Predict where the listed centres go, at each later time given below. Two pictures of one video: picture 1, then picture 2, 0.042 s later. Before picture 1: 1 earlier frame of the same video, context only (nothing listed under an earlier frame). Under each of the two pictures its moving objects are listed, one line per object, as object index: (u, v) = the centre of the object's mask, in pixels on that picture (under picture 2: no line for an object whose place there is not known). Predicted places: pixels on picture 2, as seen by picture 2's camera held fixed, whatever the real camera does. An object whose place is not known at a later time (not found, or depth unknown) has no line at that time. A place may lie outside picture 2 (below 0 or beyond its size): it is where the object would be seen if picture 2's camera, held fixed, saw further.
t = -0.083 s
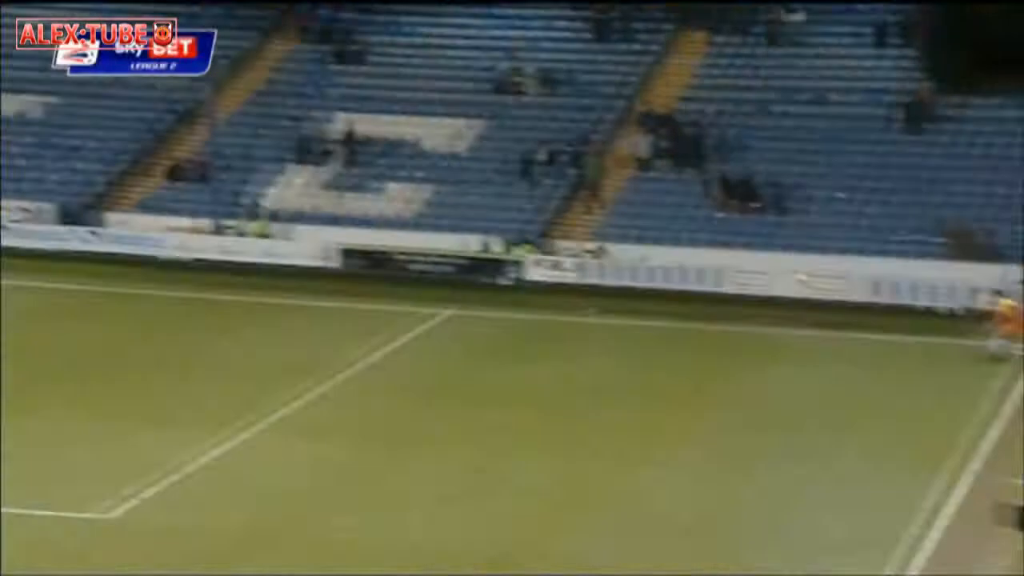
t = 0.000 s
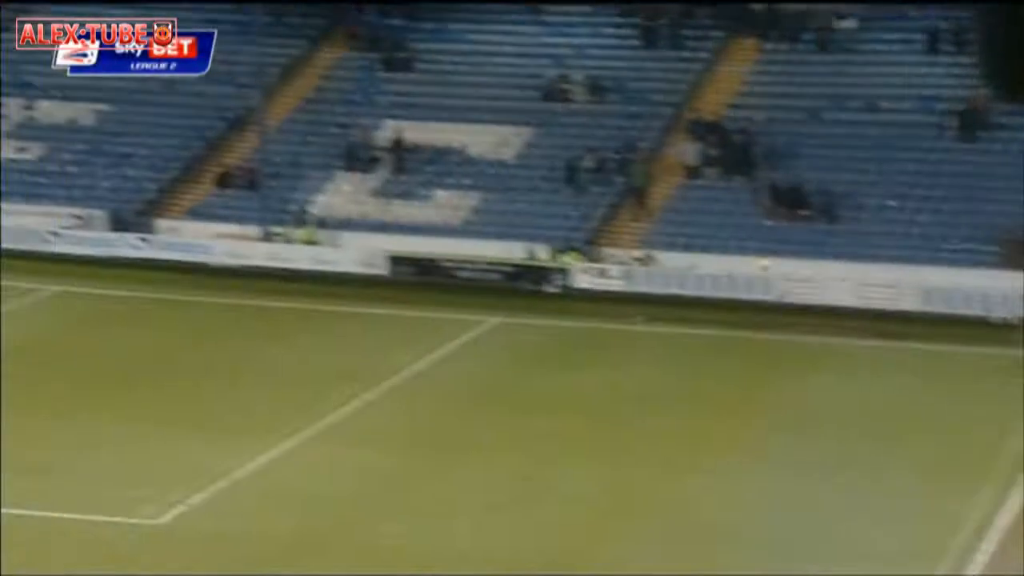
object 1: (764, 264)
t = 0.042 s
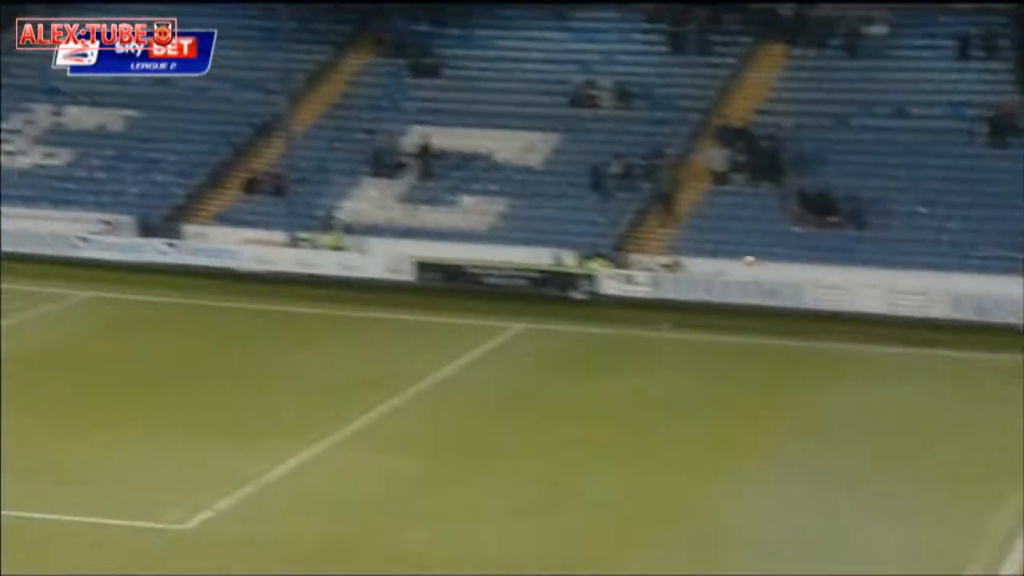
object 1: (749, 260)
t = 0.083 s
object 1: (707, 250)
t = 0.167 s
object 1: (629, 230)
